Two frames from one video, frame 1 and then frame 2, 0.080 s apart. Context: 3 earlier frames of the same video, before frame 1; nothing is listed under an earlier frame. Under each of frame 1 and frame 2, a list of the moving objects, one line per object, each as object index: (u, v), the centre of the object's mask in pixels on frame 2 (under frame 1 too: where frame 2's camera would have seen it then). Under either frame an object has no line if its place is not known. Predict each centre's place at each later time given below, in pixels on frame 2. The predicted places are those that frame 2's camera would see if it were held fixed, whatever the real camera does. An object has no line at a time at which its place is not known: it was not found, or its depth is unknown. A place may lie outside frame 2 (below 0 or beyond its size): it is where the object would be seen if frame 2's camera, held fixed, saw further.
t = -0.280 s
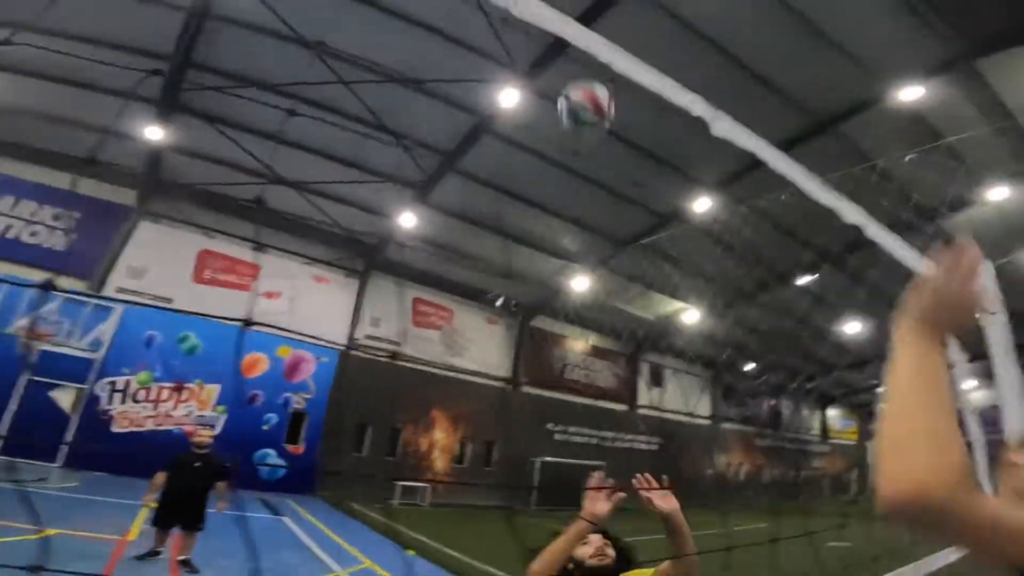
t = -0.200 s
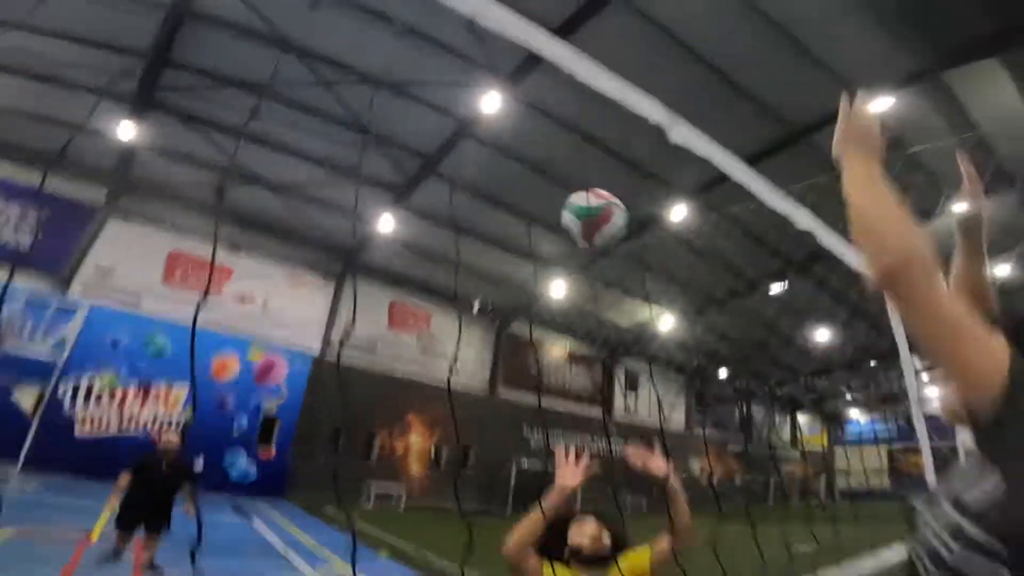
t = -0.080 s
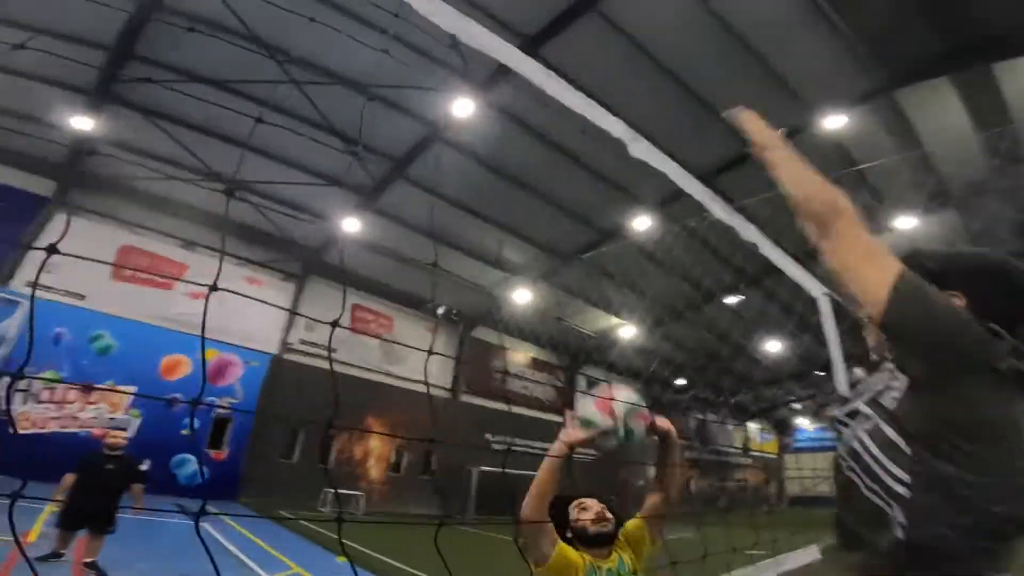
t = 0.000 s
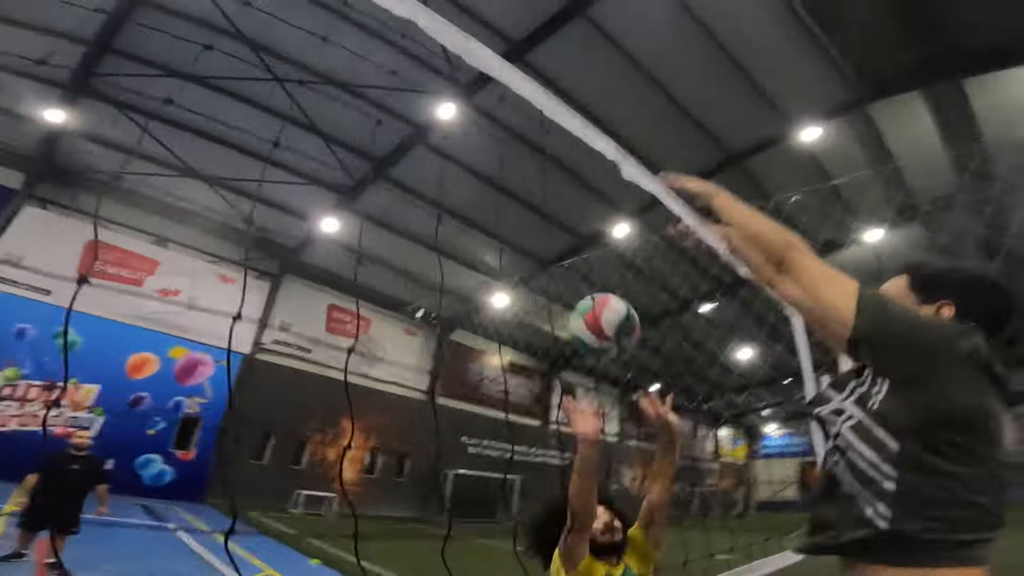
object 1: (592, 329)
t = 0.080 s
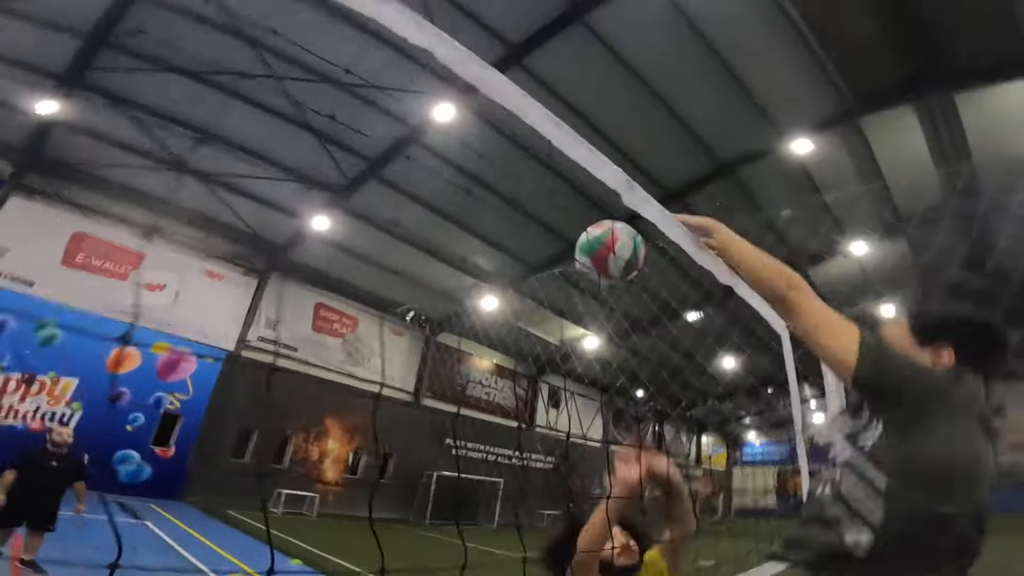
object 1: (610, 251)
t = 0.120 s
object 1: (608, 221)
